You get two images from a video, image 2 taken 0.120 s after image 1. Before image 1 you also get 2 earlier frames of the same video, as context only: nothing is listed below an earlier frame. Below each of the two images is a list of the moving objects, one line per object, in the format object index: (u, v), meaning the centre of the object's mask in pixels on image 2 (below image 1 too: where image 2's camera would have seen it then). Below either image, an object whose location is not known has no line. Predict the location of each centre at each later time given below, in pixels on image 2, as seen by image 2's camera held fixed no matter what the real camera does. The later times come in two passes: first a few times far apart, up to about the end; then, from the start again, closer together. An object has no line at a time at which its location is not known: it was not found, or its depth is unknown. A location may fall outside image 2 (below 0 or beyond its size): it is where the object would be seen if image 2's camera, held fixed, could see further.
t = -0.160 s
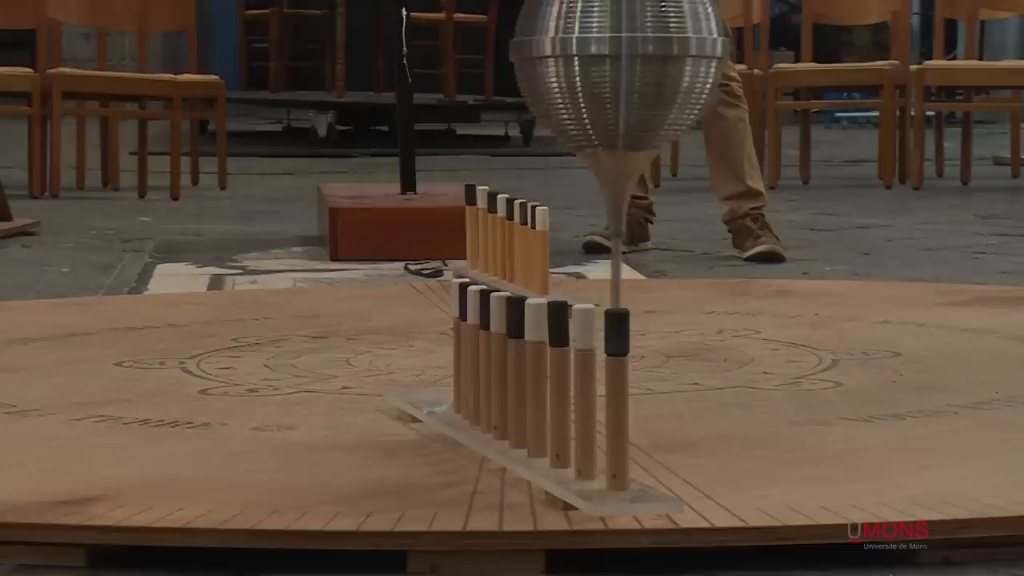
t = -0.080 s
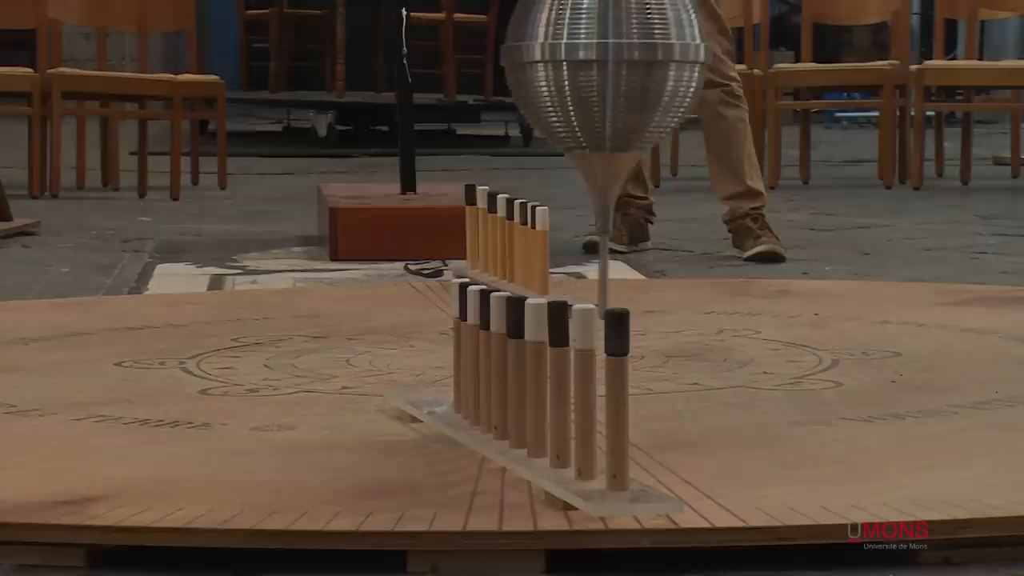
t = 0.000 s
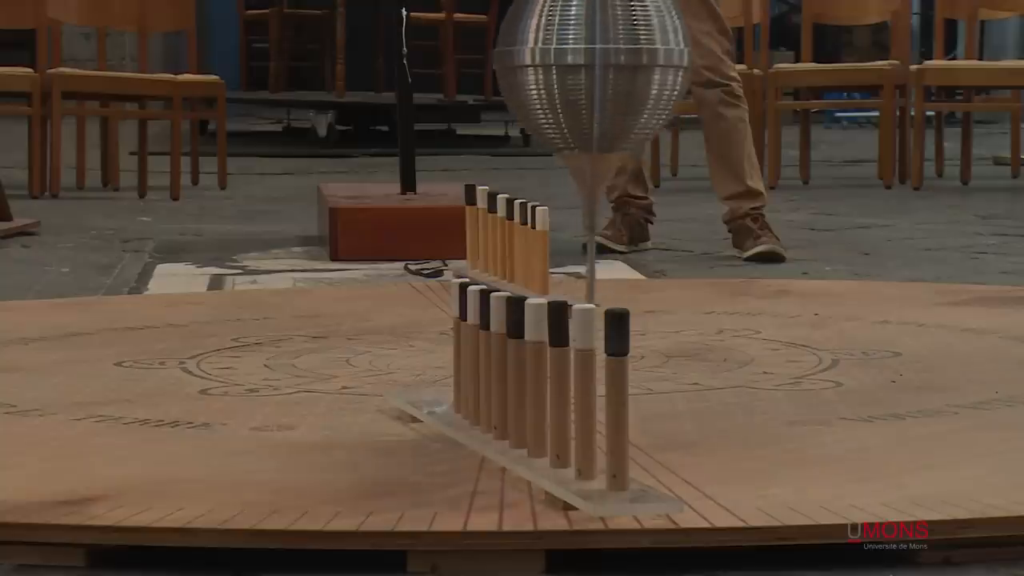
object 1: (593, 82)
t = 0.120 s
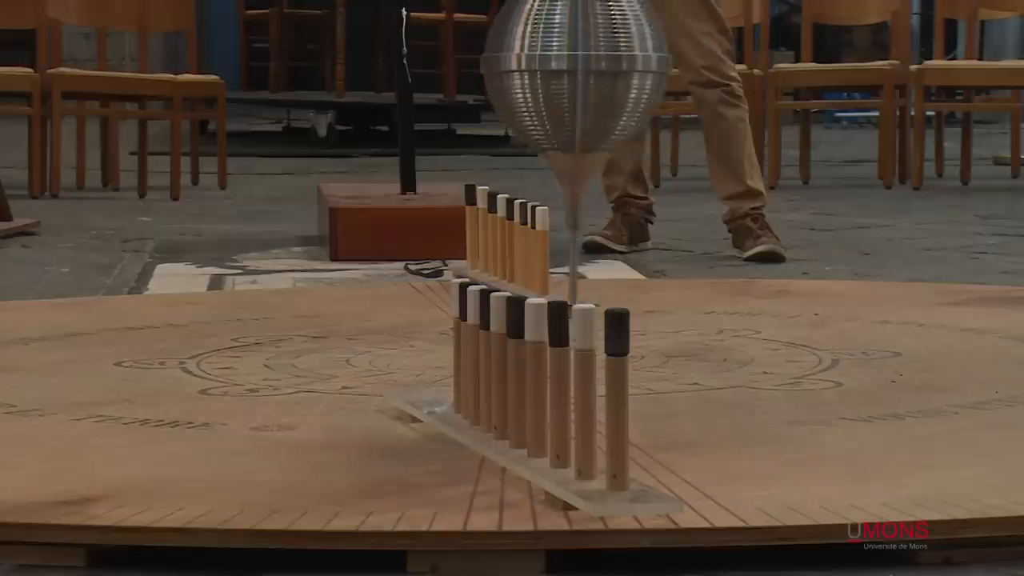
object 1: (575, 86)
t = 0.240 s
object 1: (559, 86)
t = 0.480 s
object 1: (530, 80)
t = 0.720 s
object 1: (508, 79)
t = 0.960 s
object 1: (488, 76)
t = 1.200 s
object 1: (472, 70)
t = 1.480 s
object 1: (456, 64)
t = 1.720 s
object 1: (446, 59)
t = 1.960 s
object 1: (437, 54)
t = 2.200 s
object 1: (431, 49)
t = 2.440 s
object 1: (426, 46)
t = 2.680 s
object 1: (422, 42)
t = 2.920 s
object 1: (421, 40)
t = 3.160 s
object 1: (420, 39)
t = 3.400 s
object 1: (420, 39)
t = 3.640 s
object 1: (422, 42)
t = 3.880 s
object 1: (426, 45)
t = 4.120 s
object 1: (431, 48)
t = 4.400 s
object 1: (438, 54)
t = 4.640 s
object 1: (447, 58)
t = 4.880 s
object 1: (457, 64)
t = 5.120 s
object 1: (470, 70)
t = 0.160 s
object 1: (569, 85)
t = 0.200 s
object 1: (564, 86)
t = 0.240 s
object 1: (559, 86)
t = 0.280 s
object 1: (554, 84)
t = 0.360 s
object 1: (544, 88)
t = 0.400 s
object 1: (540, 87)
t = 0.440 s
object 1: (536, 85)
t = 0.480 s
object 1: (530, 80)
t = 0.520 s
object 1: (526, 85)
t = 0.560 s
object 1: (522, 84)
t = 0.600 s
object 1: (518, 82)
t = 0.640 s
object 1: (515, 79)
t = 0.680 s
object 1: (511, 82)
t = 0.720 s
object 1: (508, 79)
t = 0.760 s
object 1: (504, 78)
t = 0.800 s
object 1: (500, 77)
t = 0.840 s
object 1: (497, 77)
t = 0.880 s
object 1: (494, 76)
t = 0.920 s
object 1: (491, 76)
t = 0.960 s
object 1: (488, 76)
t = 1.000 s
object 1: (485, 75)
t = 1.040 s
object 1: (482, 74)
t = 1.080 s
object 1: (479, 73)
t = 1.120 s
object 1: (477, 73)
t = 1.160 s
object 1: (474, 72)
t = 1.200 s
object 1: (472, 70)
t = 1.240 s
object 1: (469, 70)
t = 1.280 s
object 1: (467, 69)
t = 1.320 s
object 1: (464, 68)
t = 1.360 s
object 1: (462, 68)
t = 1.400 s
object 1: (461, 66)
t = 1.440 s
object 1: (458, 65)
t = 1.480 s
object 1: (456, 64)
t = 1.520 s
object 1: (454, 64)
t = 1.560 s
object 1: (452, 63)
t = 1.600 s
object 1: (451, 62)
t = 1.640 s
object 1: (449, 60)
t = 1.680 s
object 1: (447, 60)
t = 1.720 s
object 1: (446, 59)
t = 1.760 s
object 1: (444, 58)
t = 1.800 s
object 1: (443, 57)
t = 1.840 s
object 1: (441, 56)
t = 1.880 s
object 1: (440, 55)
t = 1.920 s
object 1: (439, 54)
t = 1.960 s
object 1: (437, 54)
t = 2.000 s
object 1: (436, 53)
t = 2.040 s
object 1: (435, 52)
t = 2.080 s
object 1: (434, 50)
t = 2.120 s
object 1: (433, 49)
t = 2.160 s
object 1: (432, 49)
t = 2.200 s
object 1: (431, 49)
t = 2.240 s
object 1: (430, 48)
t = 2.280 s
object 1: (429, 48)
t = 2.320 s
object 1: (428, 47)
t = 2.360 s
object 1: (427, 46)
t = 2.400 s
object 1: (426, 46)
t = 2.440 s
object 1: (426, 46)
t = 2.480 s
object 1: (425, 44)
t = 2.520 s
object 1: (425, 44)
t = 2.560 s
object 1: (424, 44)
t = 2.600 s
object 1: (423, 42)
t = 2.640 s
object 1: (423, 42)
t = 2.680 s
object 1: (422, 42)
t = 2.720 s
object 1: (422, 41)
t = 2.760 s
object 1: (422, 41)
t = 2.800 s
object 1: (421, 41)
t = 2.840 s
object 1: (421, 40)
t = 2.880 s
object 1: (421, 40)
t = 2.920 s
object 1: (421, 40)
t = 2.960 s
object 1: (420, 39)
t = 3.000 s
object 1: (420, 39)
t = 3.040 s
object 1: (420, 39)
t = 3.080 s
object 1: (420, 39)
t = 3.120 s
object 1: (420, 39)
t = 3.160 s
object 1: (420, 39)
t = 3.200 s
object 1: (420, 39)
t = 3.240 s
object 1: (420, 39)
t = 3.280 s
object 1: (420, 39)
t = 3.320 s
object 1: (420, 39)
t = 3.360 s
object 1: (420, 39)
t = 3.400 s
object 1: (420, 39)
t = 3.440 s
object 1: (421, 39)
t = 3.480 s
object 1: (421, 40)
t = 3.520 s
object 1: (421, 40)
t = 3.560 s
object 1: (422, 40)
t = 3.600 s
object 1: (422, 41)
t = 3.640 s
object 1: (422, 42)
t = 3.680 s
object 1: (423, 42)
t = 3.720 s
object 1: (423, 43)
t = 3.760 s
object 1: (424, 43)
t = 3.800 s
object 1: (424, 43)
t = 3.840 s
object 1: (425, 44)
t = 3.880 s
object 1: (426, 45)
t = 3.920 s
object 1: (426, 46)
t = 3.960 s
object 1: (427, 46)
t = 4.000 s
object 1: (428, 46)
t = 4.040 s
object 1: (429, 47)
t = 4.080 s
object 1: (430, 47)
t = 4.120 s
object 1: (431, 48)
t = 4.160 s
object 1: (432, 48)
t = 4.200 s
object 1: (433, 49)
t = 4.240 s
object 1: (434, 50)
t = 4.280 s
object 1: (435, 51)
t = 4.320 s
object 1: (436, 52)
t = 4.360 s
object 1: (437, 53)
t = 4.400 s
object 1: (438, 54)
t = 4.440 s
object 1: (439, 54)
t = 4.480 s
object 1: (441, 55)
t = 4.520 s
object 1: (442, 56)
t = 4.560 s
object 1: (444, 57)
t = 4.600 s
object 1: (445, 58)
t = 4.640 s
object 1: (447, 58)
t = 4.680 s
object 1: (448, 60)
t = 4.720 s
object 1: (450, 60)
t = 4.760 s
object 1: (451, 62)
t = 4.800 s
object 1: (453, 63)
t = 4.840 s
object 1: (455, 64)
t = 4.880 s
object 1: (457, 64)
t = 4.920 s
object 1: (459, 66)
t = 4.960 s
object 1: (461, 66)
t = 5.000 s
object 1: (463, 68)
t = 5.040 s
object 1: (466, 68)
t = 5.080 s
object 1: (467, 69)
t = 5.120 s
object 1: (470, 70)
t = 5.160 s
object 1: (473, 70)
